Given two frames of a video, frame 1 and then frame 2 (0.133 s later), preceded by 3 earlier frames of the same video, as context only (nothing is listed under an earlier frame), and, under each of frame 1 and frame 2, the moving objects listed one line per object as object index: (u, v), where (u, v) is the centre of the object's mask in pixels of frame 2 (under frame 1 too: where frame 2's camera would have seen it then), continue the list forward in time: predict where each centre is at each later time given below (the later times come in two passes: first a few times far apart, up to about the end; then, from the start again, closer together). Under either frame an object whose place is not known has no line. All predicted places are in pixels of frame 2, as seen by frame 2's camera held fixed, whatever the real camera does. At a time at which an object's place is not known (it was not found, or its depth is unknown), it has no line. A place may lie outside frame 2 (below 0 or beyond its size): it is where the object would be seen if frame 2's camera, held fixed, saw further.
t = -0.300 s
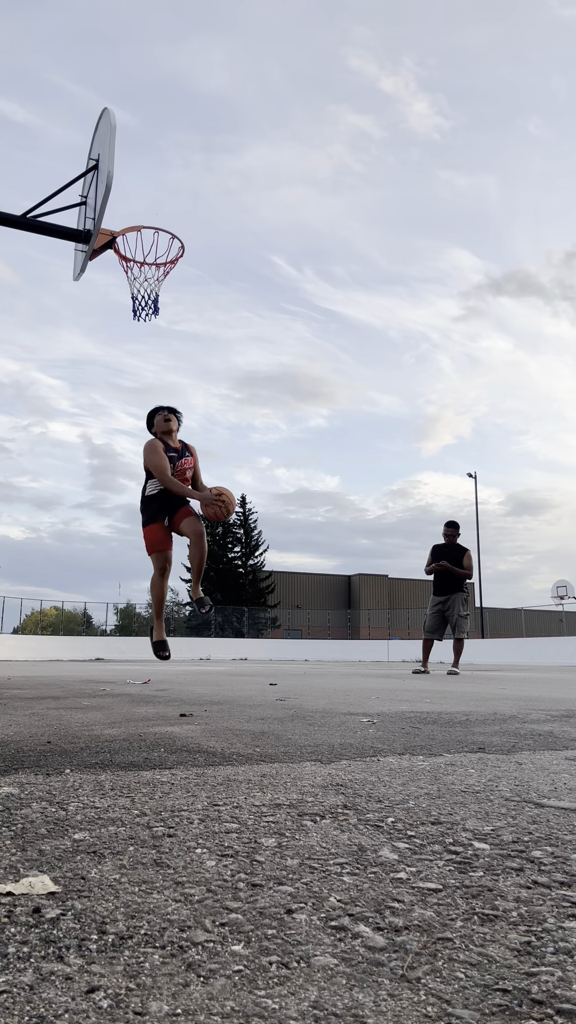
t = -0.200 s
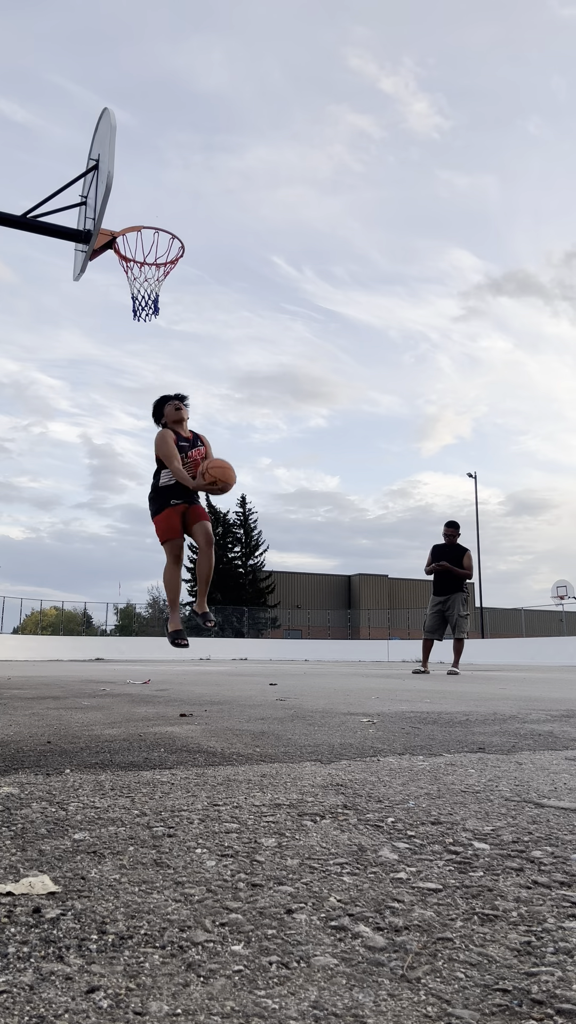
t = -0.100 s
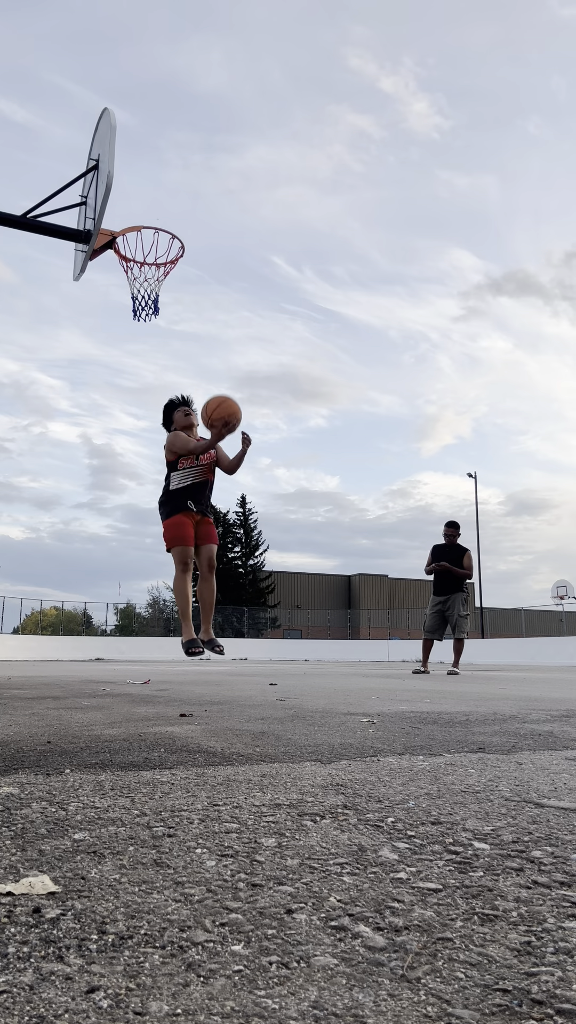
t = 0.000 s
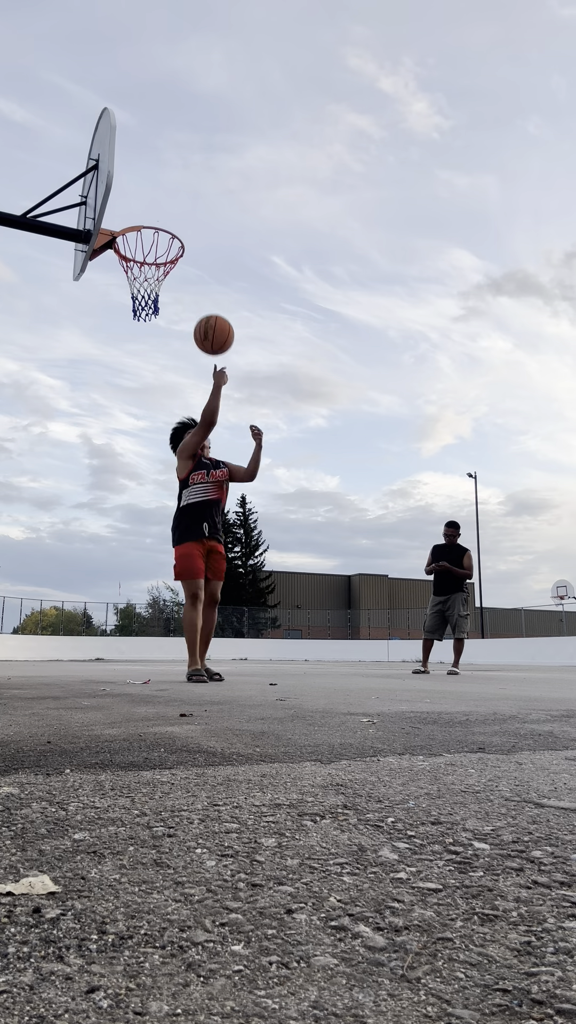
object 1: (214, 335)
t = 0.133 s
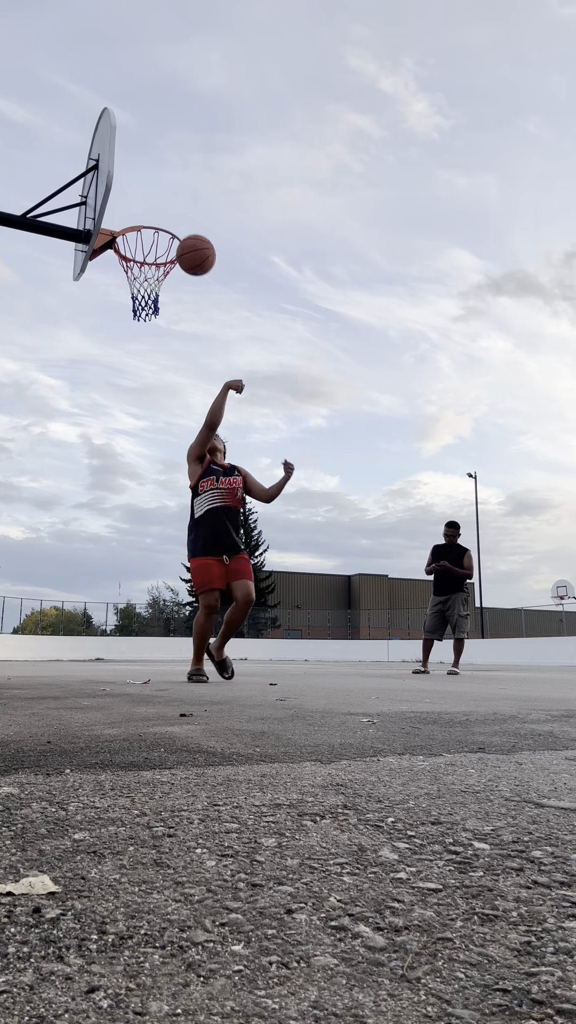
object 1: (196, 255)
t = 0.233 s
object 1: (183, 215)
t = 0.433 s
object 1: (156, 183)
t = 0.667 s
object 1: (125, 209)
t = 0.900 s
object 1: (146, 241)
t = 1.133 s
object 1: (178, 354)
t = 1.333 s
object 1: (205, 528)
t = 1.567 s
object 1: (240, 555)
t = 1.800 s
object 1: (275, 411)
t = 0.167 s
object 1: (191, 240)
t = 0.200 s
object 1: (187, 227)
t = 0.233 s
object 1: (183, 215)
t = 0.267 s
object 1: (178, 206)
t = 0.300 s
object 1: (174, 198)
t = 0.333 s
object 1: (169, 191)
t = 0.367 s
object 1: (165, 187)
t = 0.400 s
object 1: (161, 184)
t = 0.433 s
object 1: (156, 183)
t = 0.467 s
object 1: (152, 183)
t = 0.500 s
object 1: (147, 184)
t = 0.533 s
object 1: (142, 187)
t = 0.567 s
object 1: (138, 192)
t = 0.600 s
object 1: (133, 198)
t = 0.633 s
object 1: (128, 206)
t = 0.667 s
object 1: (125, 209)
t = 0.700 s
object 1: (122, 210)
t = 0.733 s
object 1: (124, 211)
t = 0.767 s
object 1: (128, 214)
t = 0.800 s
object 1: (133, 218)
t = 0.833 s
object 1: (137, 224)
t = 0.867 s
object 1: (142, 232)
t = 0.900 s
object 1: (146, 241)
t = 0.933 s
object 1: (151, 252)
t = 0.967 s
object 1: (156, 265)
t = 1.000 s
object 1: (160, 279)
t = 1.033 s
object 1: (165, 295)
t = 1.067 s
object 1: (169, 313)
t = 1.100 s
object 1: (174, 333)
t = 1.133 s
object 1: (178, 354)
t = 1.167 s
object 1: (183, 378)
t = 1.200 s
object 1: (187, 404)
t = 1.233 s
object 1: (192, 431)
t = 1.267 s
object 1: (196, 461)
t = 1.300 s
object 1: (200, 493)
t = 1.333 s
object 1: (205, 528)
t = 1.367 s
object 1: (209, 565)
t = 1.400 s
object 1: (213, 605)
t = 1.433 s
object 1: (218, 646)
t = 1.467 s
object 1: (223, 648)
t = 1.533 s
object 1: (234, 584)
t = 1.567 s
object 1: (240, 555)
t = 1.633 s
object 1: (250, 504)
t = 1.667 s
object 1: (255, 481)
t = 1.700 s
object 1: (260, 461)
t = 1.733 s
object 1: (265, 442)
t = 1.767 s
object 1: (270, 426)
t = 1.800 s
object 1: (275, 411)
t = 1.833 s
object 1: (279, 398)
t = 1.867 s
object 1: (284, 387)
